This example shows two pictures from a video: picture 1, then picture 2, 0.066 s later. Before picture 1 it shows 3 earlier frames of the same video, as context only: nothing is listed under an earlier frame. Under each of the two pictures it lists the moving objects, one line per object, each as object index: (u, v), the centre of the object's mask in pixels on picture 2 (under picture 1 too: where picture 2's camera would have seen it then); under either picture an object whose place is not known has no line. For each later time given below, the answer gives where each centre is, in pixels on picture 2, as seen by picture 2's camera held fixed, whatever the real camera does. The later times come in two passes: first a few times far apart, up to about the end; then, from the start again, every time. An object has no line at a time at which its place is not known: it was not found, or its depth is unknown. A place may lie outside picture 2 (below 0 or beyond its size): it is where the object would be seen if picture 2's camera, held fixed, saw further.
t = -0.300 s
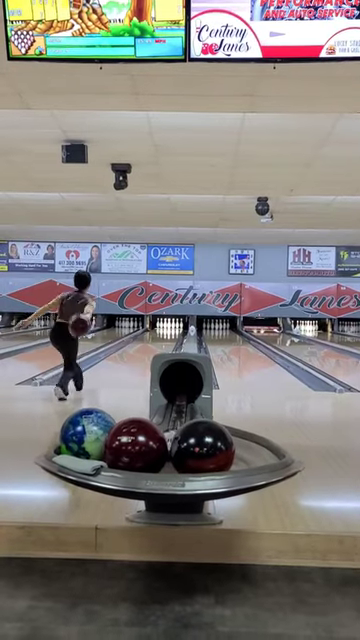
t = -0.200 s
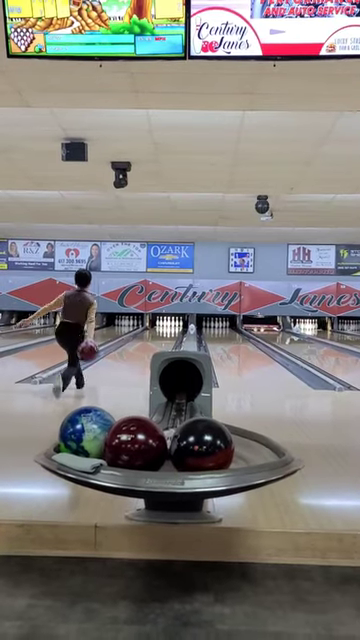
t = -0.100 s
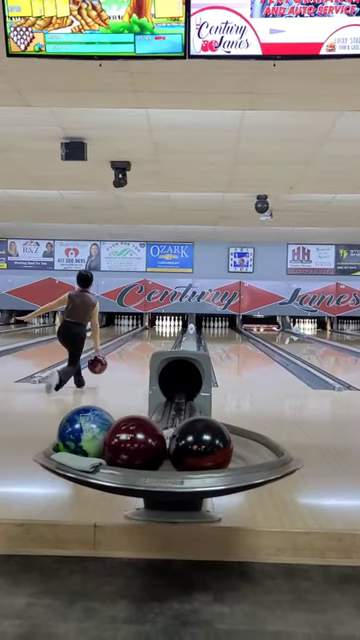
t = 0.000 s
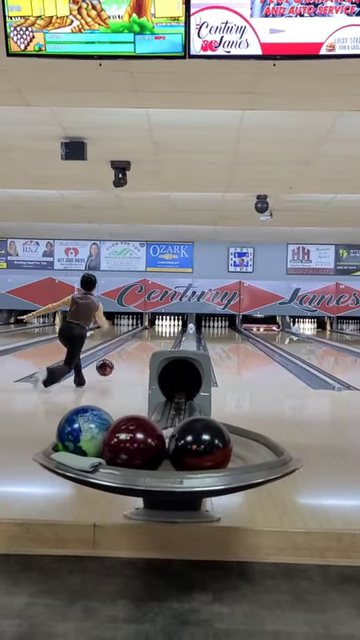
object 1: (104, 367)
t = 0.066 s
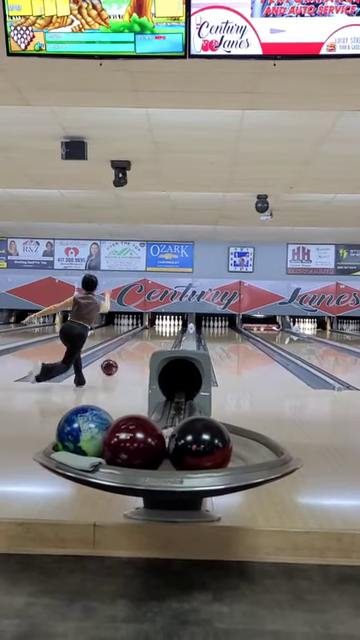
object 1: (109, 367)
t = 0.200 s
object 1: (117, 362)
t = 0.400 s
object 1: (126, 354)
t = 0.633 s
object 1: (134, 347)
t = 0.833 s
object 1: (140, 343)
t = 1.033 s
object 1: (144, 339)
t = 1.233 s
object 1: (148, 336)
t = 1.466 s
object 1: (151, 334)
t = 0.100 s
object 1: (111, 365)
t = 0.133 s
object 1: (113, 365)
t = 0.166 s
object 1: (115, 363)
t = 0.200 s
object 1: (117, 362)
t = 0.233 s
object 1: (118, 360)
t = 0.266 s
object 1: (120, 359)
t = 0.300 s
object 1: (122, 358)
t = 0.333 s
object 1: (123, 356)
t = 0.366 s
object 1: (124, 355)
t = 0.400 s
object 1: (126, 354)
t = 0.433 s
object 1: (127, 353)
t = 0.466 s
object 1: (128, 352)
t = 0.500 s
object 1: (130, 351)
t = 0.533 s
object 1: (131, 350)
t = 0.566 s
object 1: (132, 349)
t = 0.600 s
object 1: (133, 348)
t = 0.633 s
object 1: (134, 347)
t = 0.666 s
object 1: (135, 346)
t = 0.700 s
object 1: (136, 346)
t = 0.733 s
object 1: (137, 345)
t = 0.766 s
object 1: (138, 344)
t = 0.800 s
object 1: (139, 343)
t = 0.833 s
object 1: (140, 343)
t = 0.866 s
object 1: (140, 342)
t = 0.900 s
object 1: (141, 341)
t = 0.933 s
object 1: (142, 340)
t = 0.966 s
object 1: (143, 340)
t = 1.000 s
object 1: (144, 339)
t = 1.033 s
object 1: (144, 339)
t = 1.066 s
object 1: (145, 338)
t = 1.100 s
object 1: (146, 338)
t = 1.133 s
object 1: (146, 337)
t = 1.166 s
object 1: (147, 337)
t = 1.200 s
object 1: (147, 336)
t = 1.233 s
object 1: (148, 336)
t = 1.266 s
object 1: (149, 335)
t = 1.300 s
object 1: (149, 335)
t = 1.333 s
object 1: (150, 334)
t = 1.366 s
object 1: (150, 334)
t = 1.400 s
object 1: (150, 334)
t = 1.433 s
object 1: (151, 334)
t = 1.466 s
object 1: (151, 334)
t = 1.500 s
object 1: (151, 333)
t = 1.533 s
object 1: (152, 332)
